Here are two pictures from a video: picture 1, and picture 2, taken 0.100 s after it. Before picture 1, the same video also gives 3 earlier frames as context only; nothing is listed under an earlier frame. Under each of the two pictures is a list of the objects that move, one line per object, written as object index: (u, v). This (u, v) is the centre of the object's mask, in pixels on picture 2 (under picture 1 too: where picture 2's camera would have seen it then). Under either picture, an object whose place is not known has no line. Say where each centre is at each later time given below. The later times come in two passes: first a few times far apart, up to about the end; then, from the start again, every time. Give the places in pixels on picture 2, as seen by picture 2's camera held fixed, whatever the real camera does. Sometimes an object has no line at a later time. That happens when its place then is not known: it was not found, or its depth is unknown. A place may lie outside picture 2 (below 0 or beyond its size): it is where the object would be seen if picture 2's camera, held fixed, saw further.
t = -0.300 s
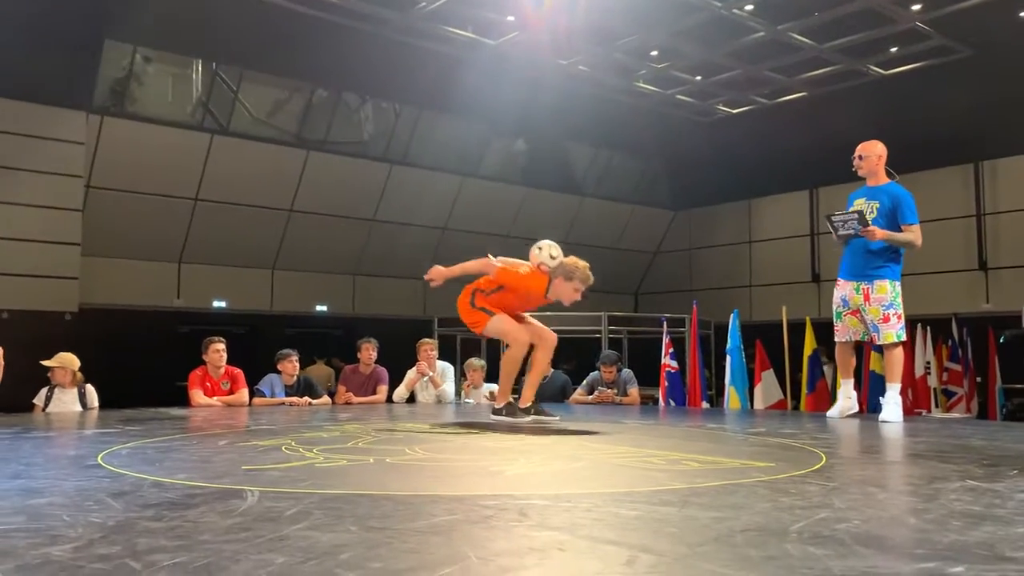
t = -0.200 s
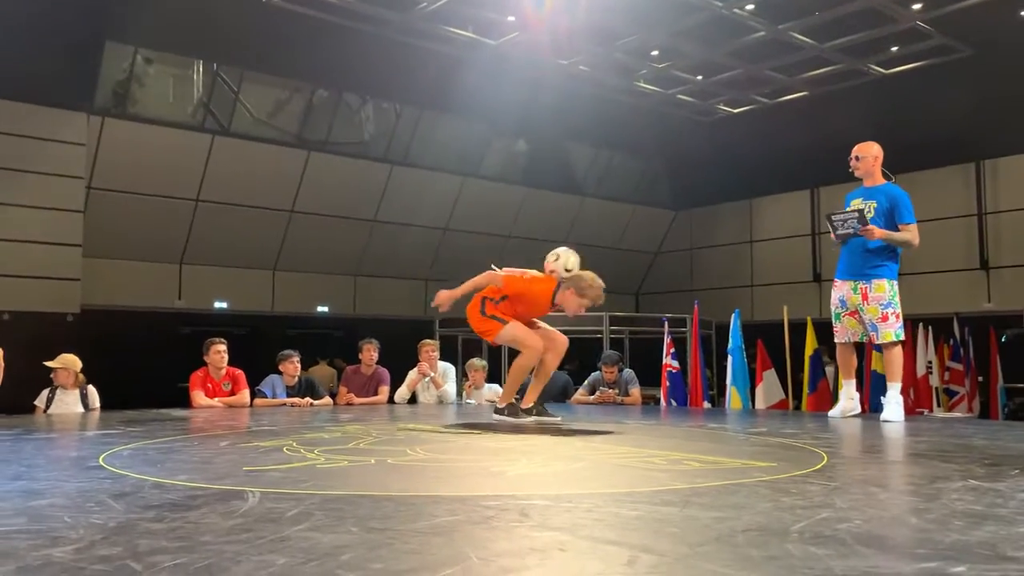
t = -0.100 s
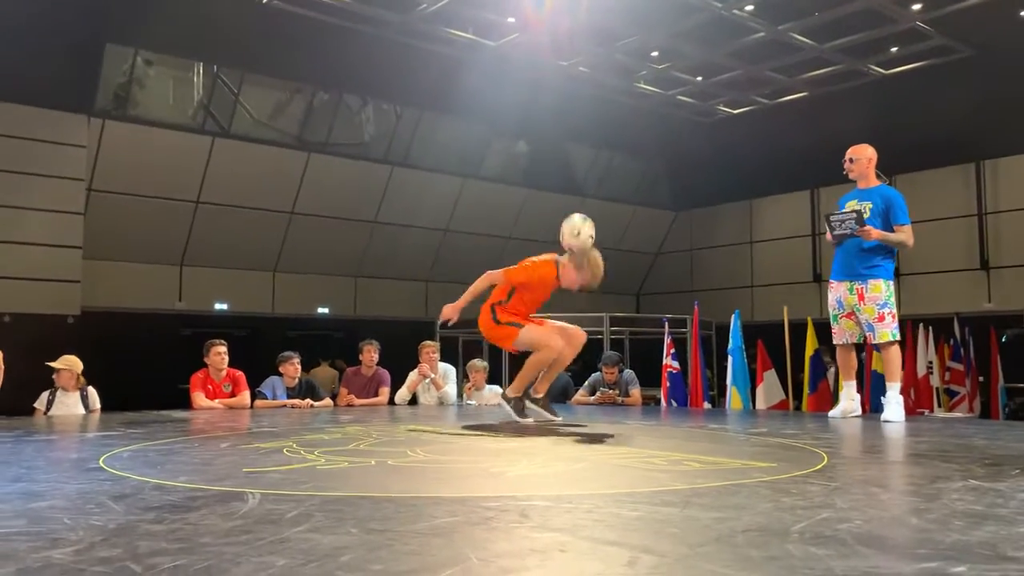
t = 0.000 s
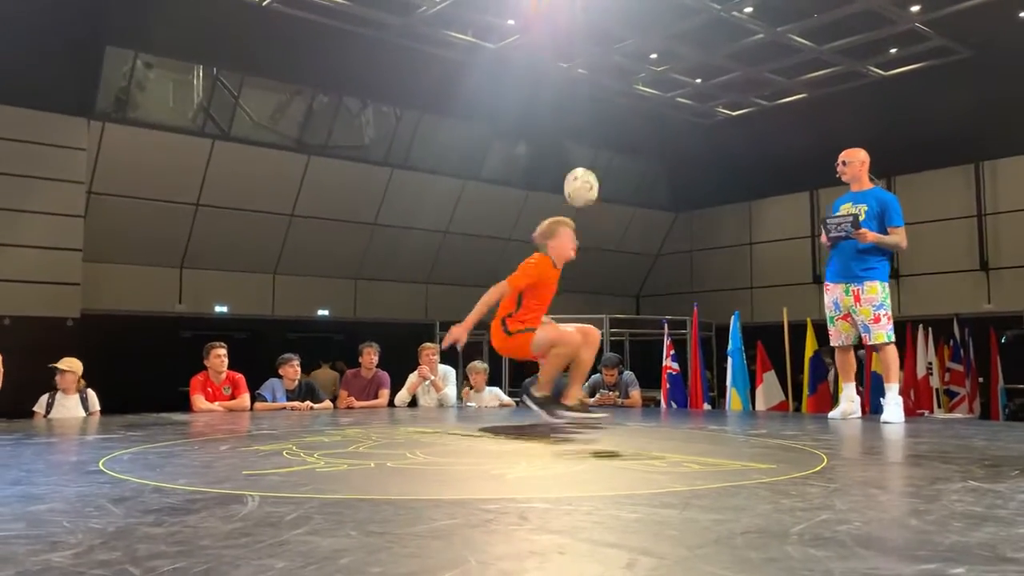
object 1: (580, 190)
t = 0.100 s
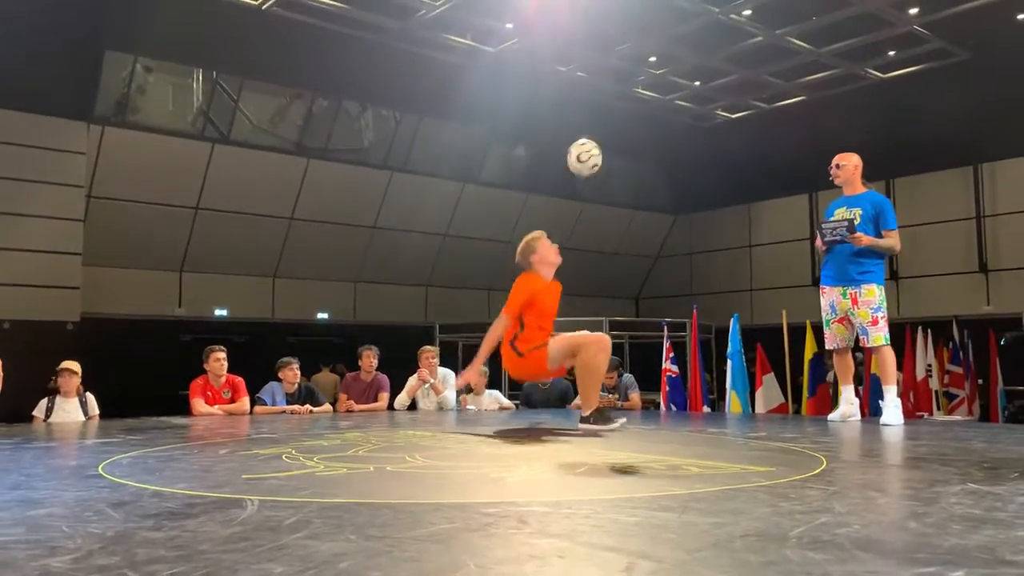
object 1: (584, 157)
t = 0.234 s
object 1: (589, 137)
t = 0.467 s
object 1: (600, 167)
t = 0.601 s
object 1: (605, 225)
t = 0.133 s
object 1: (585, 150)
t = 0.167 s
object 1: (586, 144)
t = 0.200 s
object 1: (588, 140)
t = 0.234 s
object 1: (589, 137)
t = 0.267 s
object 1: (591, 137)
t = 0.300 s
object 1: (592, 137)
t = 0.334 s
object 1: (594, 140)
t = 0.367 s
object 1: (596, 143)
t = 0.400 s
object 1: (597, 149)
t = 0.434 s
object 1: (599, 157)
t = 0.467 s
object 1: (600, 167)
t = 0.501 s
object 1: (601, 178)
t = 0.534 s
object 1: (603, 192)
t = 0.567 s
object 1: (604, 207)
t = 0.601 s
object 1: (605, 225)
